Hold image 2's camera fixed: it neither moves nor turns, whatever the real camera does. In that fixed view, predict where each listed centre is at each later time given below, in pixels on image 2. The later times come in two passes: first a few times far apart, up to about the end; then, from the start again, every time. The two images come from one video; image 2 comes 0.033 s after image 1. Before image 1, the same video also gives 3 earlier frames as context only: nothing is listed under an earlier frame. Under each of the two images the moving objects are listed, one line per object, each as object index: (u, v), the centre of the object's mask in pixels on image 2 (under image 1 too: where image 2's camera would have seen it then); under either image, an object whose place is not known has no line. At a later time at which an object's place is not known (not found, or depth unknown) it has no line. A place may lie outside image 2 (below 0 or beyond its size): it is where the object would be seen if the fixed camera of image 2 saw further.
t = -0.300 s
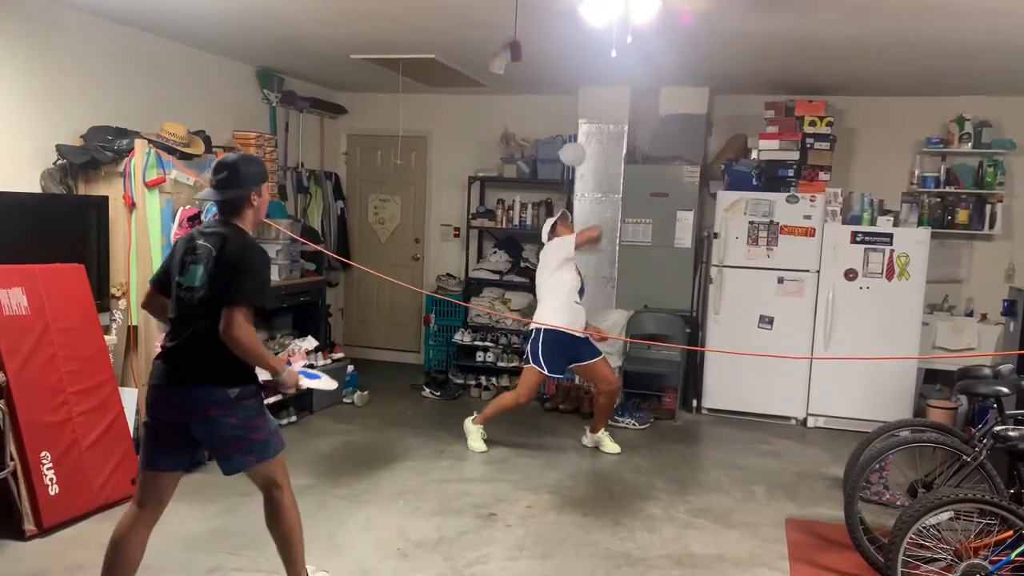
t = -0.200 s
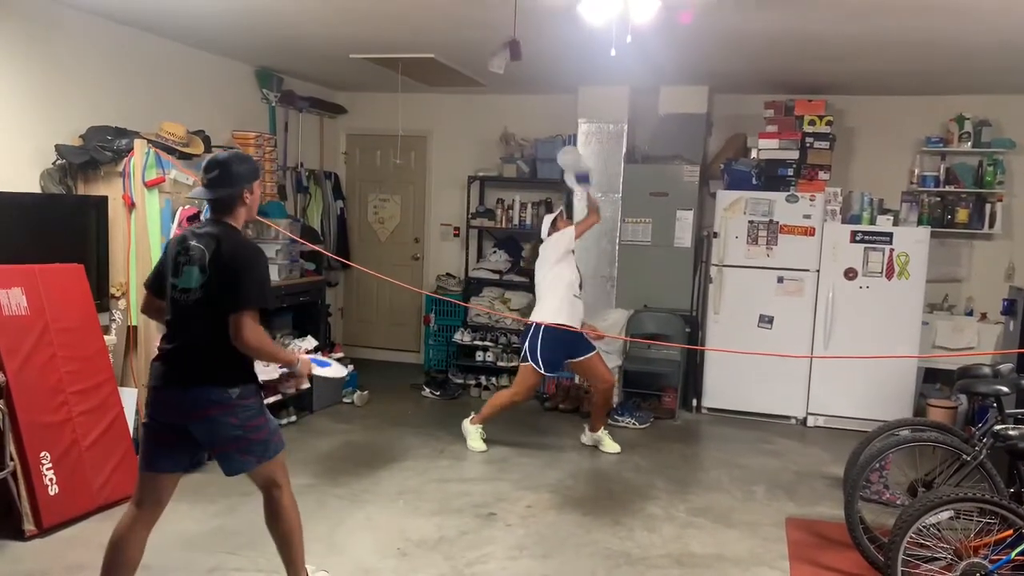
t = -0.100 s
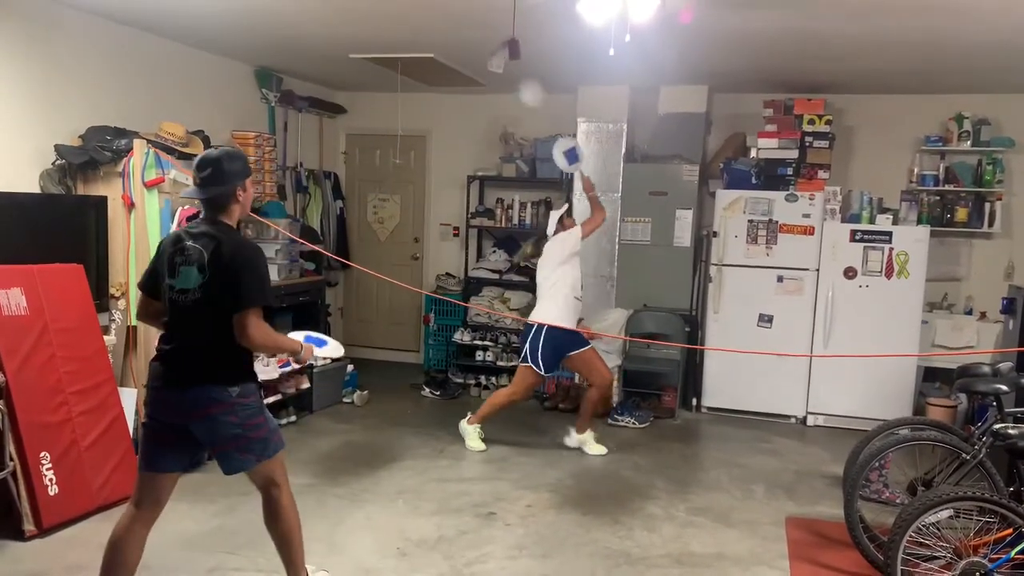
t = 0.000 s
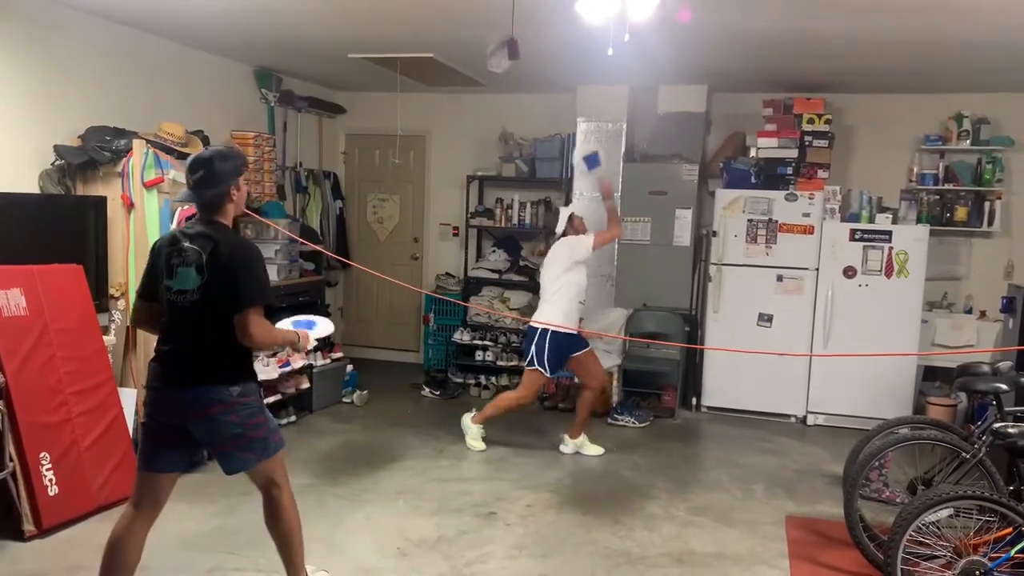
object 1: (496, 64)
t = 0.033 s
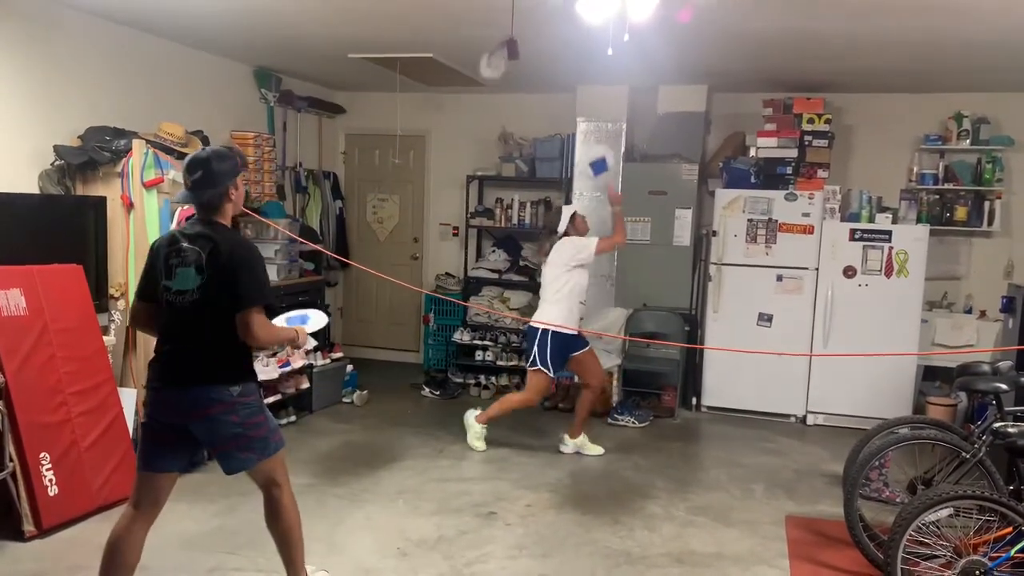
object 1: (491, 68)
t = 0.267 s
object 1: (458, 151)
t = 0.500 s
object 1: (438, 225)
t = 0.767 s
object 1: (424, 307)
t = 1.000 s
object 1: (406, 381)
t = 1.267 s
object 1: (383, 455)
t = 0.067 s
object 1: (484, 77)
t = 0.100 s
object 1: (480, 87)
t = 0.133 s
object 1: (475, 99)
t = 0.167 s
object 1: (471, 111)
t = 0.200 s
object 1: (467, 125)
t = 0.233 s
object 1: (463, 138)
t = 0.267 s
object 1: (458, 151)
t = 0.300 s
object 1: (455, 163)
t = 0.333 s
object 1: (452, 174)
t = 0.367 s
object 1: (449, 186)
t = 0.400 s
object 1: (446, 196)
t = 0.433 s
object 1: (444, 206)
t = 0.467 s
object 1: (440, 214)
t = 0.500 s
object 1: (438, 225)
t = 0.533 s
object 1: (436, 234)
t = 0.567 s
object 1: (433, 243)
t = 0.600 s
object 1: (431, 253)
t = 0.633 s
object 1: (430, 263)
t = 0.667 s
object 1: (429, 273)
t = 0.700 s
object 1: (427, 285)
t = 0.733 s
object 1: (425, 296)
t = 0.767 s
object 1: (424, 307)
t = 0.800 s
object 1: (421, 318)
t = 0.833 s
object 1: (419, 329)
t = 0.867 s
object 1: (417, 339)
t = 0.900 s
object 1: (415, 350)
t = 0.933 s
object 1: (412, 361)
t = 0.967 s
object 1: (409, 371)
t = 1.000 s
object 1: (406, 381)
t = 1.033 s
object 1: (403, 391)
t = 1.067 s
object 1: (399, 401)
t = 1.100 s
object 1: (396, 411)
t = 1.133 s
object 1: (393, 420)
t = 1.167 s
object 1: (389, 430)
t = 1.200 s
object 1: (387, 440)
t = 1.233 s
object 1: (385, 450)
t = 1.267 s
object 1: (383, 455)
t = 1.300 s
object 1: (384, 446)
